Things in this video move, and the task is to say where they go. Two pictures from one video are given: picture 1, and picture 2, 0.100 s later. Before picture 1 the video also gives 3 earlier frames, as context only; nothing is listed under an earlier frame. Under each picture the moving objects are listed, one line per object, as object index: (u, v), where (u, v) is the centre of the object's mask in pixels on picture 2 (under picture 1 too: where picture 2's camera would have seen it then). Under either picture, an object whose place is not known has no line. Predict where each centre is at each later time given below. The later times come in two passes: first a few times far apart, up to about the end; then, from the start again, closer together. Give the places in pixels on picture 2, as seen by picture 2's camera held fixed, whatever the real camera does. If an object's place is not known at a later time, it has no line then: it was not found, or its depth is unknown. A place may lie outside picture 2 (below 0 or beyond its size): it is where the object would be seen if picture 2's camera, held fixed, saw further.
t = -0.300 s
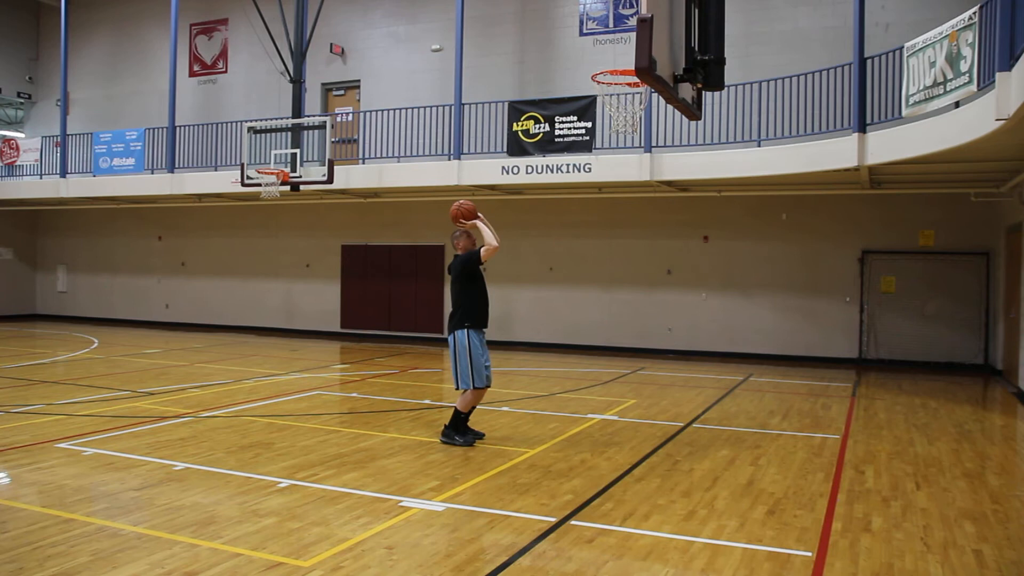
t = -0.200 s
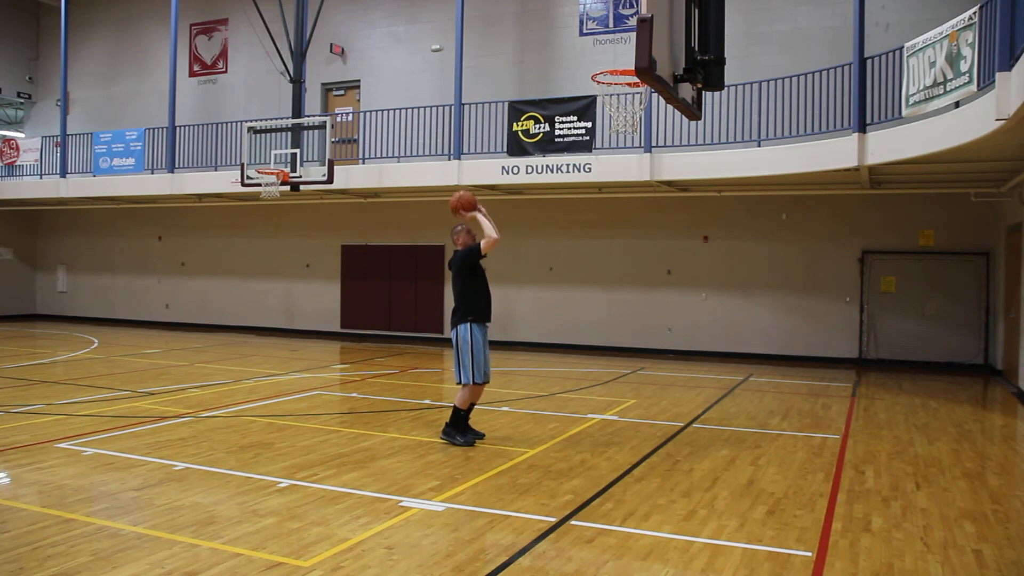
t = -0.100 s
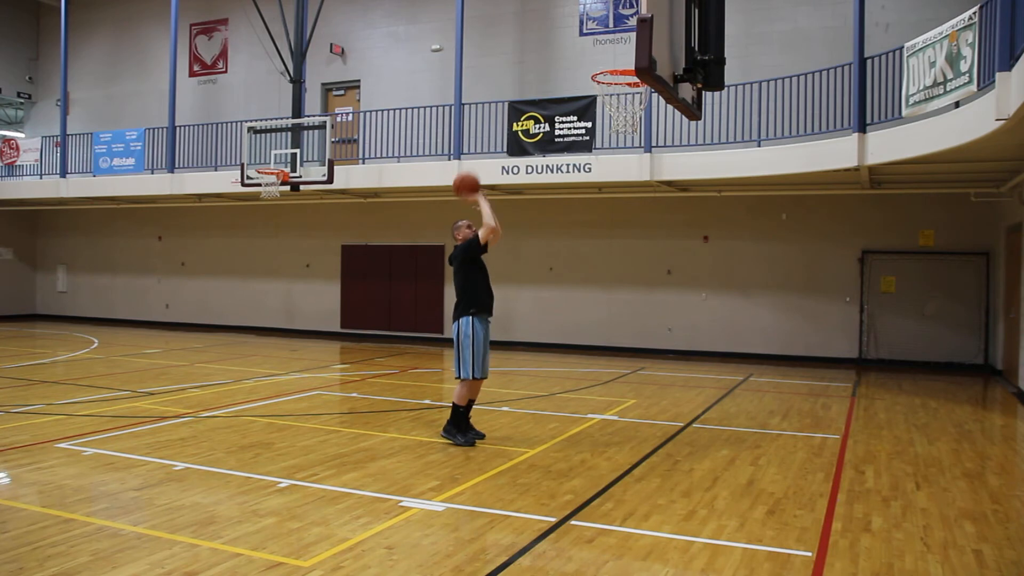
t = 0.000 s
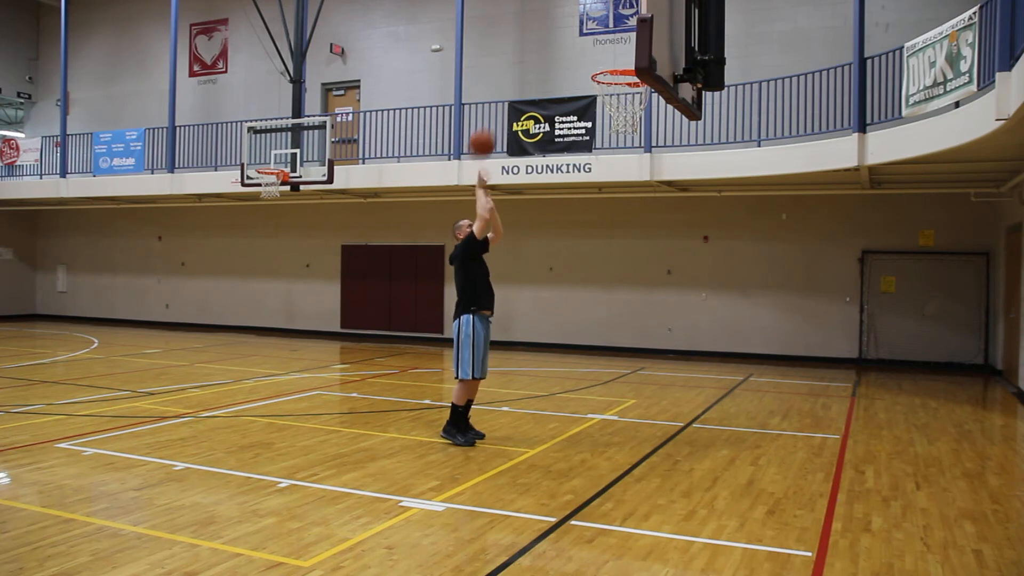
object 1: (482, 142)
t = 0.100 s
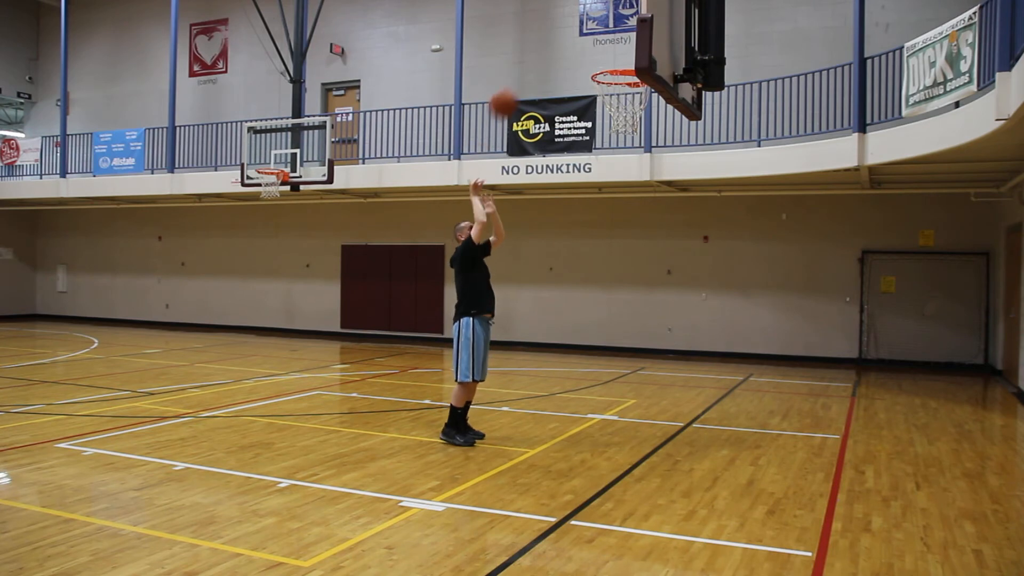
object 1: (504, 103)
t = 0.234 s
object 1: (533, 67)
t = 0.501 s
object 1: (593, 54)
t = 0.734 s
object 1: (644, 106)
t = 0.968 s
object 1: (649, 146)
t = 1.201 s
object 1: (651, 254)
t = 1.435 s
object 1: (651, 435)
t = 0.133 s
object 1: (511, 91)
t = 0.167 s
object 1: (518, 82)
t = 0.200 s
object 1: (526, 74)
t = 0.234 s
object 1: (533, 67)
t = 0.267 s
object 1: (540, 61)
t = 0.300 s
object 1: (547, 56)
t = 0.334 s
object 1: (555, 53)
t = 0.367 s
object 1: (562, 50)
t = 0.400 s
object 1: (570, 49)
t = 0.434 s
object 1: (577, 50)
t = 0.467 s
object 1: (585, 51)
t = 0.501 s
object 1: (593, 54)
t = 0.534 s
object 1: (600, 58)
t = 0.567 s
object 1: (608, 60)
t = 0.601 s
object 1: (615, 68)
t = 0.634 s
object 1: (624, 80)
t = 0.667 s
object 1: (631, 90)
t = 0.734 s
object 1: (644, 106)
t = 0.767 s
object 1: (647, 109)
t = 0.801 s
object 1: (648, 111)
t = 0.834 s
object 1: (648, 116)
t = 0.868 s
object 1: (648, 122)
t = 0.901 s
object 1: (648, 129)
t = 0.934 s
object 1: (649, 137)
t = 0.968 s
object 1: (649, 146)
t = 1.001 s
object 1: (649, 157)
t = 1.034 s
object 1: (650, 169)
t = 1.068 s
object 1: (651, 185)
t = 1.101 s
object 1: (650, 200)
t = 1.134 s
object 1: (650, 216)
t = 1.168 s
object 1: (650, 234)
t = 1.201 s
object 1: (651, 254)
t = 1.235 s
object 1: (651, 276)
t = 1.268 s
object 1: (651, 299)
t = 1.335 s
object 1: (652, 349)
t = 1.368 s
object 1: (652, 375)
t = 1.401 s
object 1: (652, 403)
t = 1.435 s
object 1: (651, 435)
